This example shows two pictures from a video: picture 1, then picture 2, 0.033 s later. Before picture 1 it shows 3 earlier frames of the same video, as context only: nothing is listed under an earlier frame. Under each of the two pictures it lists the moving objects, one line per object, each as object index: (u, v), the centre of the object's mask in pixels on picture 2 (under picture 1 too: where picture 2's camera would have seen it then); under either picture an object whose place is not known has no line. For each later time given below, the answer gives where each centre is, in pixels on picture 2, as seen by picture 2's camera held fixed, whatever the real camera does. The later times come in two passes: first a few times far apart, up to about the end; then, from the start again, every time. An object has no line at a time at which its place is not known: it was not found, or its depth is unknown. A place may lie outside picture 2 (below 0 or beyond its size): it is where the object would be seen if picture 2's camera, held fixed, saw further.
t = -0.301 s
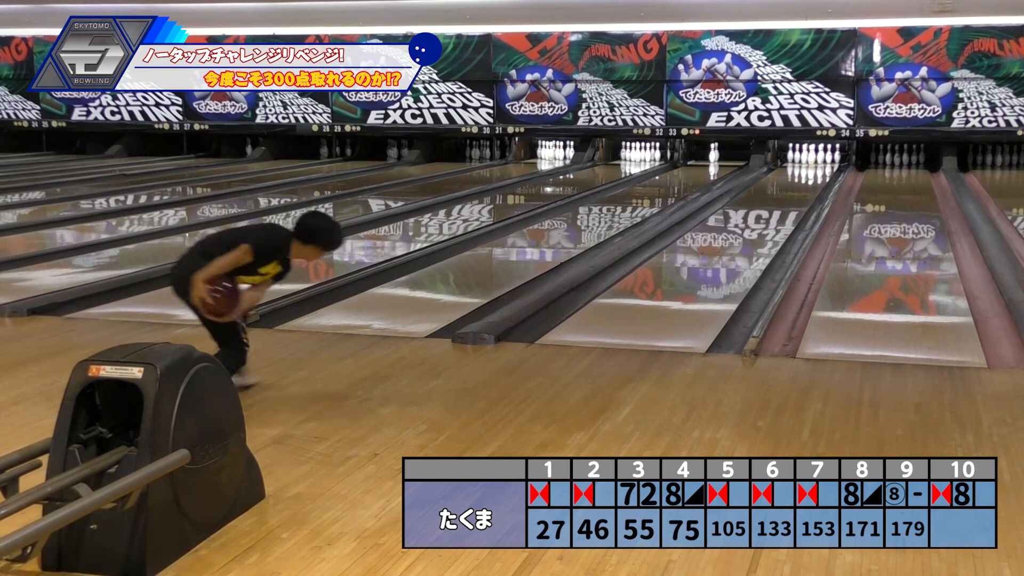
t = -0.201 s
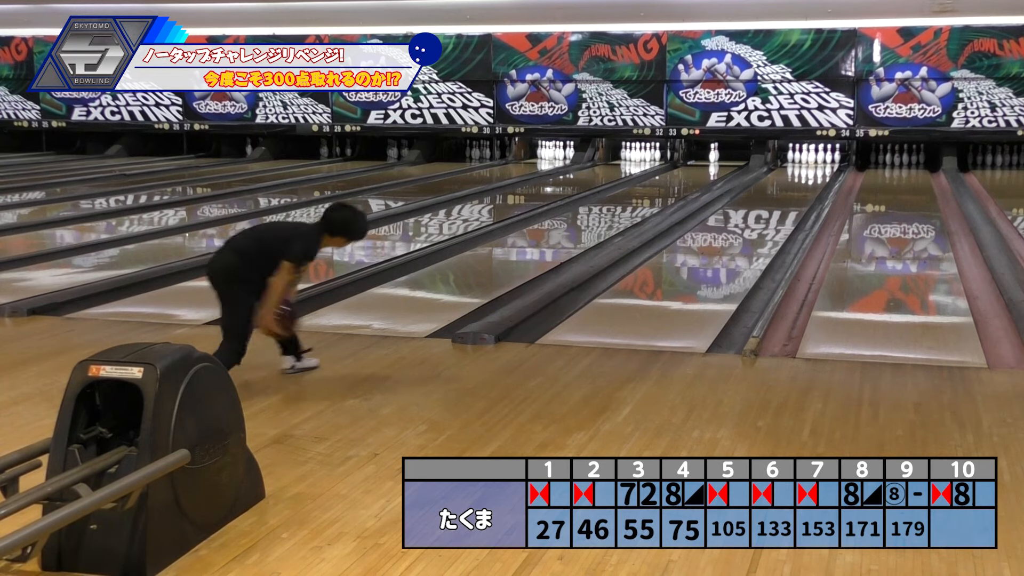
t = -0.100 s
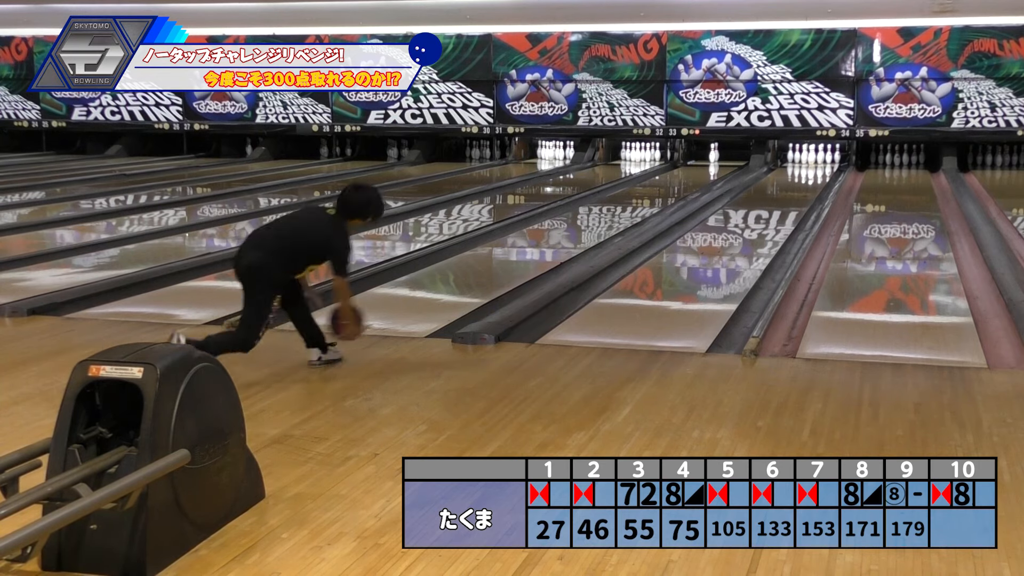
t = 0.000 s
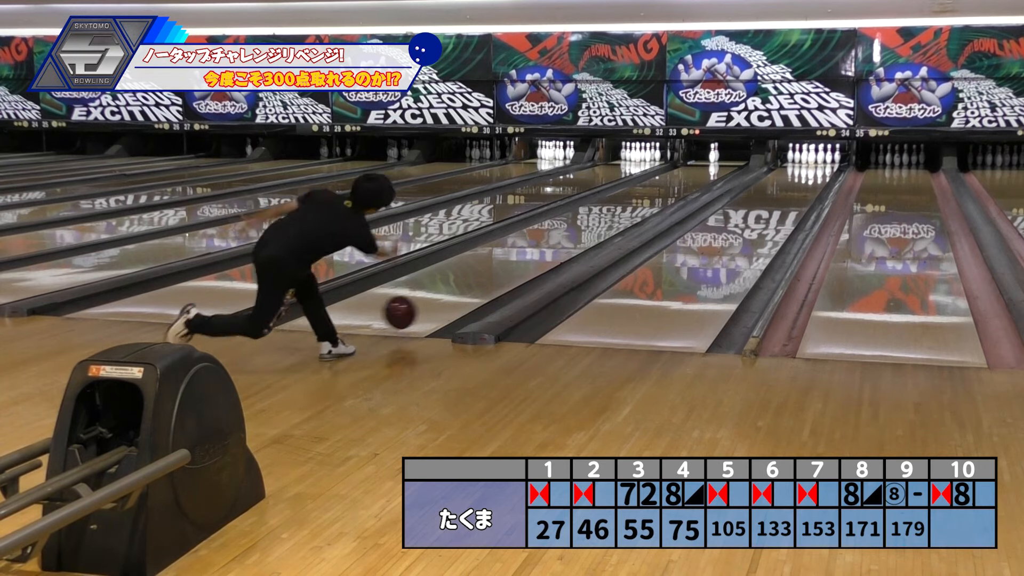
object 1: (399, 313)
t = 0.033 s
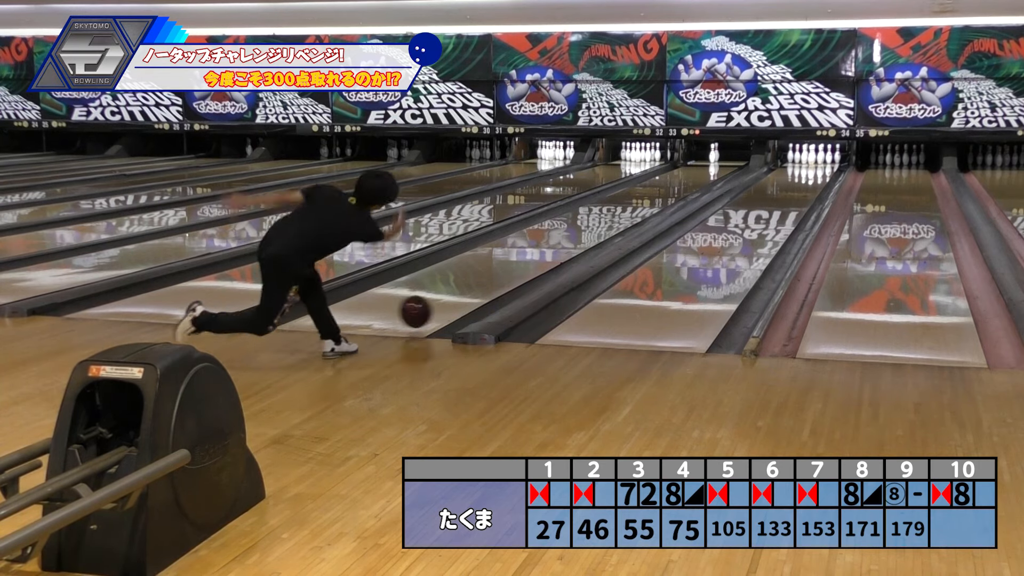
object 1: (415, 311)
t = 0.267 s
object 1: (501, 274)
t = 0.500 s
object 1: (559, 246)
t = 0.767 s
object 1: (606, 223)
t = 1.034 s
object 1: (639, 207)
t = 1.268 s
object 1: (660, 194)
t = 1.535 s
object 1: (679, 183)
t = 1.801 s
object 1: (695, 175)
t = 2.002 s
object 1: (704, 168)
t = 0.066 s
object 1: (430, 307)
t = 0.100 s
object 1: (443, 300)
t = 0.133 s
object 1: (456, 294)
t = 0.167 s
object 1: (469, 289)
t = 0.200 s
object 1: (479, 284)
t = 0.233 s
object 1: (490, 279)
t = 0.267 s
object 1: (501, 274)
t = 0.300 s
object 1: (511, 270)
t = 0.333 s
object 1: (520, 266)
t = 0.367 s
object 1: (529, 262)
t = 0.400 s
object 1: (536, 258)
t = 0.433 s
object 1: (545, 254)
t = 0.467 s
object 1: (552, 250)
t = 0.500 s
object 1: (559, 246)
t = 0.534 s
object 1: (566, 243)
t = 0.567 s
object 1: (572, 240)
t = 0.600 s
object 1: (578, 237)
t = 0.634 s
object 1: (584, 234)
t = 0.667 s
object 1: (590, 231)
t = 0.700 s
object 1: (595, 229)
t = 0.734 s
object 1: (601, 226)
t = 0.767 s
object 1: (606, 223)
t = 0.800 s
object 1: (610, 221)
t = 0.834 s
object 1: (615, 218)
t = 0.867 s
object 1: (619, 216)
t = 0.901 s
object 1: (623, 214)
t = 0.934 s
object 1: (627, 213)
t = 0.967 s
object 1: (631, 210)
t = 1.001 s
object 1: (635, 208)
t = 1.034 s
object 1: (639, 207)
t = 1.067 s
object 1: (642, 205)
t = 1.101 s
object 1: (645, 203)
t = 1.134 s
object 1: (648, 201)
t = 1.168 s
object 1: (652, 199)
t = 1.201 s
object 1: (655, 197)
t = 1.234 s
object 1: (657, 196)
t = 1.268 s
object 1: (660, 194)
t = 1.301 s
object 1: (663, 193)
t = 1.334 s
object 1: (666, 191)
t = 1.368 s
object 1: (668, 190)
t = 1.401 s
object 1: (670, 189)
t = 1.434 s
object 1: (673, 187)
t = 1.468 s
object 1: (675, 186)
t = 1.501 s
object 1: (677, 185)
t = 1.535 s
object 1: (679, 183)
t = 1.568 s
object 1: (681, 182)
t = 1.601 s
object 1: (684, 181)
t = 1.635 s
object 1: (685, 180)
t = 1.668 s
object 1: (687, 178)
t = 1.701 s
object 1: (689, 178)
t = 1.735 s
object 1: (691, 177)
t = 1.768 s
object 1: (693, 176)
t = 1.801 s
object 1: (695, 175)
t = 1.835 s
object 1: (696, 174)
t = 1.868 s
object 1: (698, 172)
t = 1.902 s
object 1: (700, 171)
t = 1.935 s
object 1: (701, 170)
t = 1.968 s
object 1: (702, 169)
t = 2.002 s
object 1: (704, 168)
